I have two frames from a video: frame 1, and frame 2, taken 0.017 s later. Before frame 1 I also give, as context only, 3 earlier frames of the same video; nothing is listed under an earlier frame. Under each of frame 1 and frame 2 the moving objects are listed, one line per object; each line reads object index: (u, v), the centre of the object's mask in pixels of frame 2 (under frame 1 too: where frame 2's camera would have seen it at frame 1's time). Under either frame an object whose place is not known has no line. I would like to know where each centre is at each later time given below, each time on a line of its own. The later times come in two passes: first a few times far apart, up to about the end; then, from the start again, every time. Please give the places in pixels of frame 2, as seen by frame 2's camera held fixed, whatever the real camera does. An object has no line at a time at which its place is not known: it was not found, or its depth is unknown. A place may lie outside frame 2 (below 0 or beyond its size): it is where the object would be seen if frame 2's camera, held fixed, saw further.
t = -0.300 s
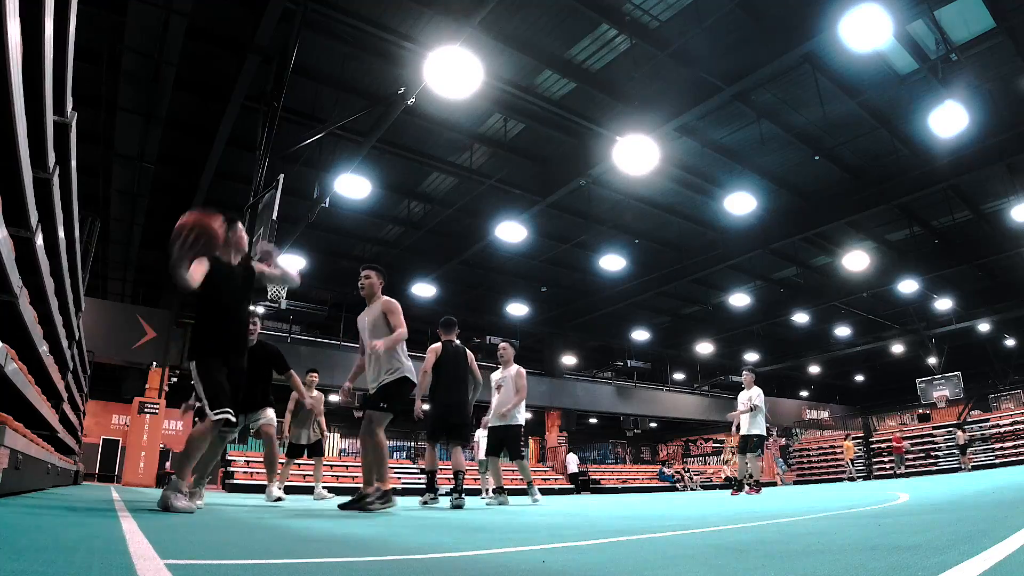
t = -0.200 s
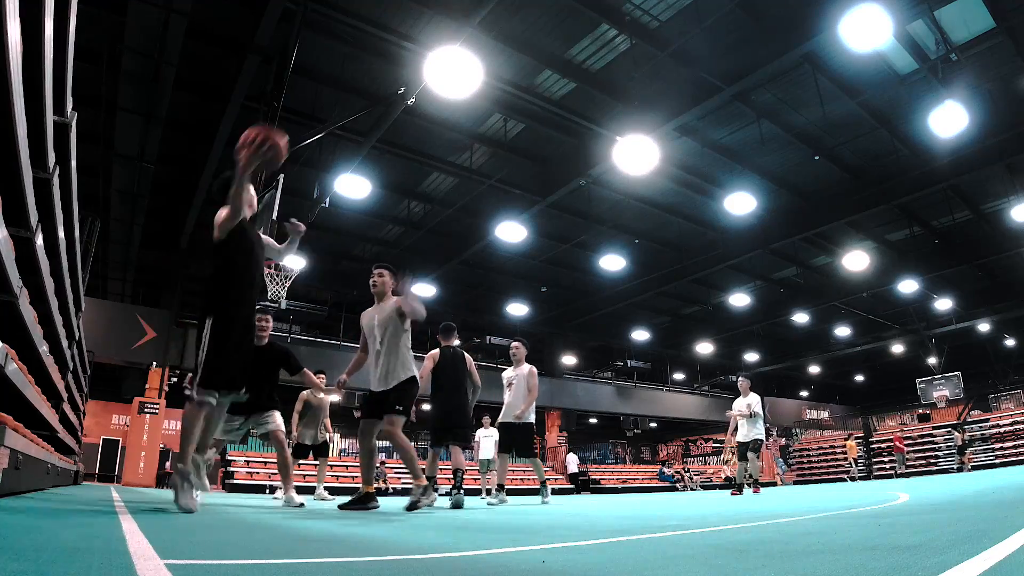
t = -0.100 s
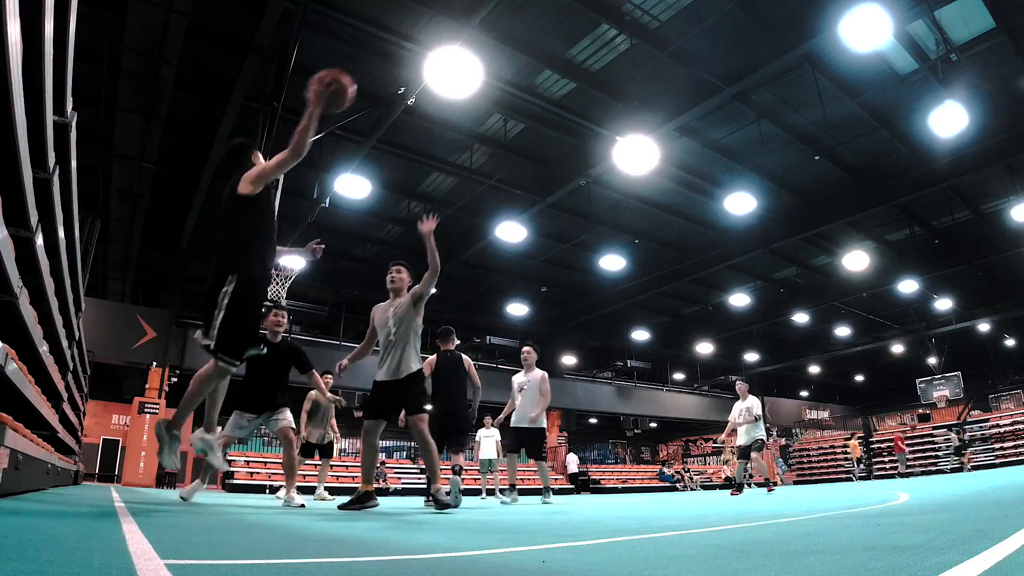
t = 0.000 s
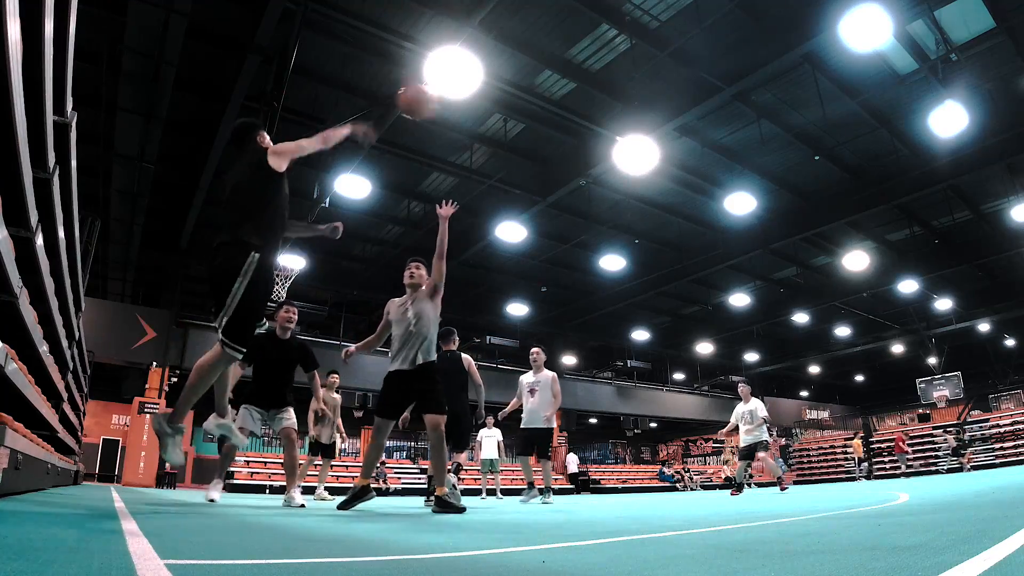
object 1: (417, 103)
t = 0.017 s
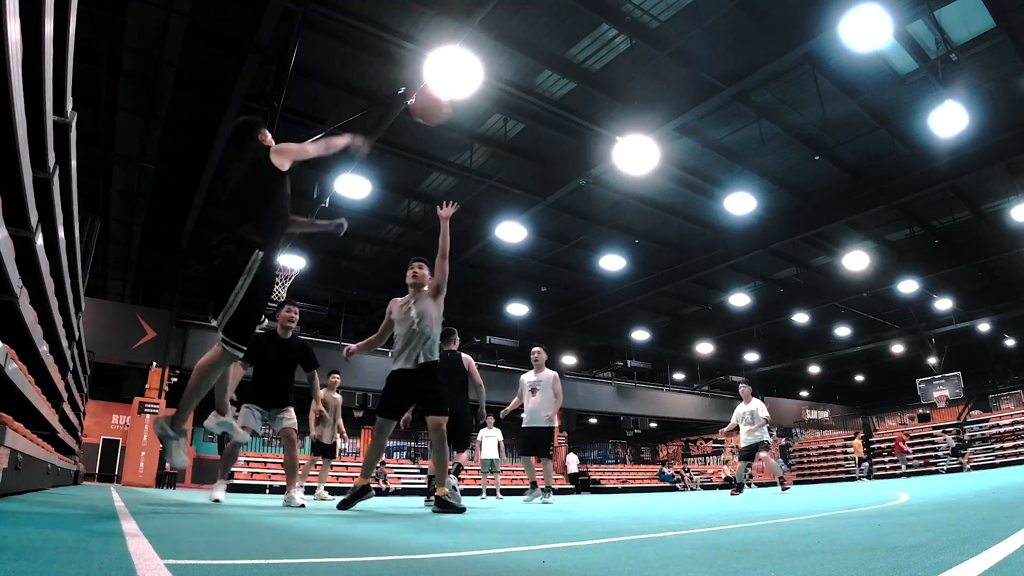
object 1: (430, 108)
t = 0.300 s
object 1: (576, 197)
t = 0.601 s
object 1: (661, 305)
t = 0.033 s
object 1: (442, 113)
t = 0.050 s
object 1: (455, 118)
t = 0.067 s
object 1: (465, 122)
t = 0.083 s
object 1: (476, 127)
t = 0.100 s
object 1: (485, 131)
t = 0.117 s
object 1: (495, 137)
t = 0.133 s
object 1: (504, 142)
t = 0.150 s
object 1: (512, 147)
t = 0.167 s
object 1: (521, 153)
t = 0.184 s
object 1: (528, 158)
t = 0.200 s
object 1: (536, 164)
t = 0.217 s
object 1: (543, 169)
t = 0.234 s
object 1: (550, 174)
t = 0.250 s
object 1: (557, 181)
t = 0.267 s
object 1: (564, 186)
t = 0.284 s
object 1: (570, 191)
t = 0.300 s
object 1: (576, 197)
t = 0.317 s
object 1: (582, 203)
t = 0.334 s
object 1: (588, 208)
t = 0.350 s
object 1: (593, 214)
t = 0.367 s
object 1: (599, 220)
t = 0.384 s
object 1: (604, 226)
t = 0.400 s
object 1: (609, 231)
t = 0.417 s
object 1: (614, 237)
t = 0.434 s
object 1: (619, 243)
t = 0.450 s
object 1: (624, 248)
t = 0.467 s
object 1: (628, 254)
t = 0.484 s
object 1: (633, 261)
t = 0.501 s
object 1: (637, 267)
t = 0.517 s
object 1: (641, 274)
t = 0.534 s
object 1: (645, 280)
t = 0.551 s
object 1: (649, 286)
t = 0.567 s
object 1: (653, 293)
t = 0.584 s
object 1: (657, 299)
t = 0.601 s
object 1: (661, 305)
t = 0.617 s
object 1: (665, 312)
